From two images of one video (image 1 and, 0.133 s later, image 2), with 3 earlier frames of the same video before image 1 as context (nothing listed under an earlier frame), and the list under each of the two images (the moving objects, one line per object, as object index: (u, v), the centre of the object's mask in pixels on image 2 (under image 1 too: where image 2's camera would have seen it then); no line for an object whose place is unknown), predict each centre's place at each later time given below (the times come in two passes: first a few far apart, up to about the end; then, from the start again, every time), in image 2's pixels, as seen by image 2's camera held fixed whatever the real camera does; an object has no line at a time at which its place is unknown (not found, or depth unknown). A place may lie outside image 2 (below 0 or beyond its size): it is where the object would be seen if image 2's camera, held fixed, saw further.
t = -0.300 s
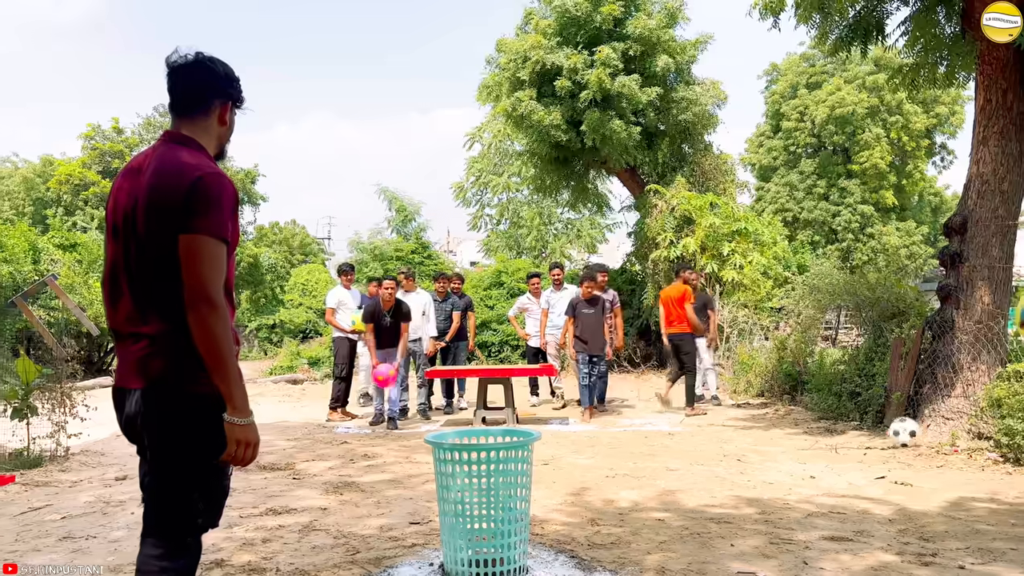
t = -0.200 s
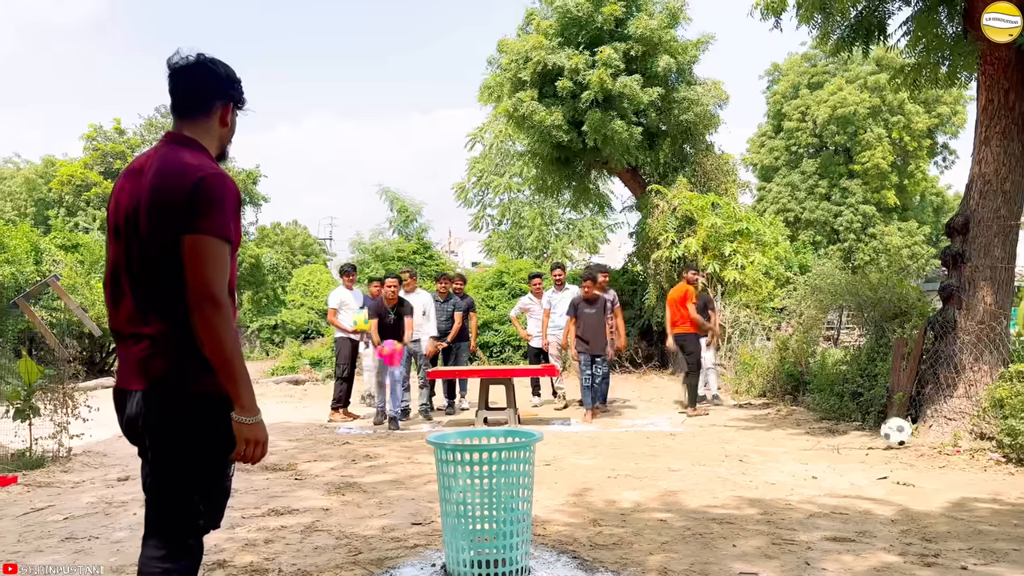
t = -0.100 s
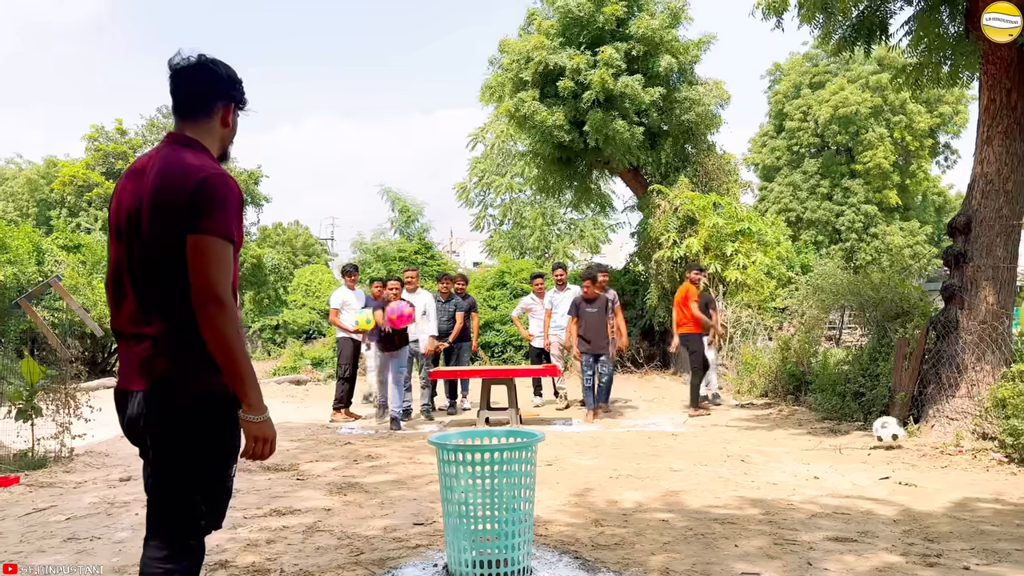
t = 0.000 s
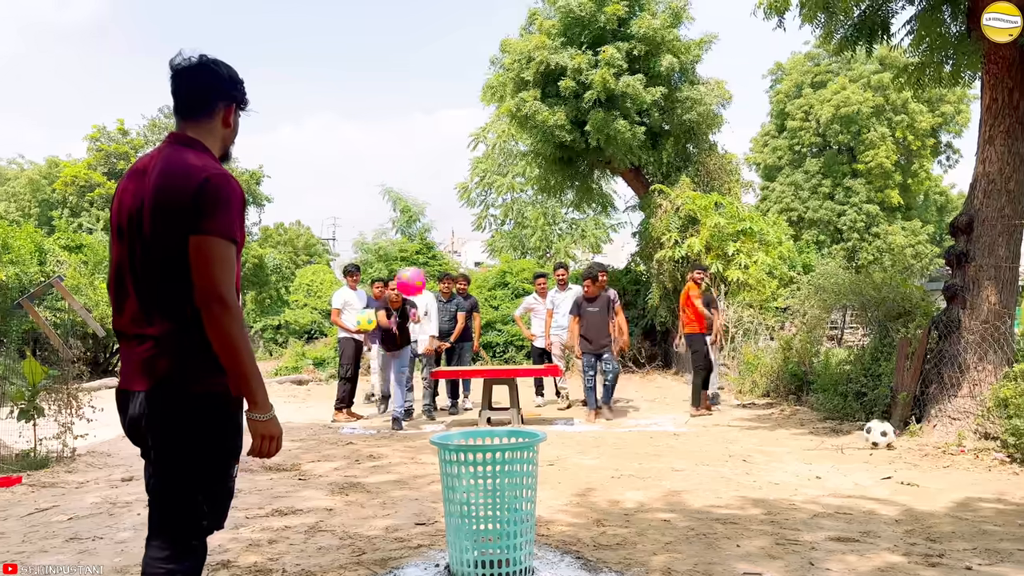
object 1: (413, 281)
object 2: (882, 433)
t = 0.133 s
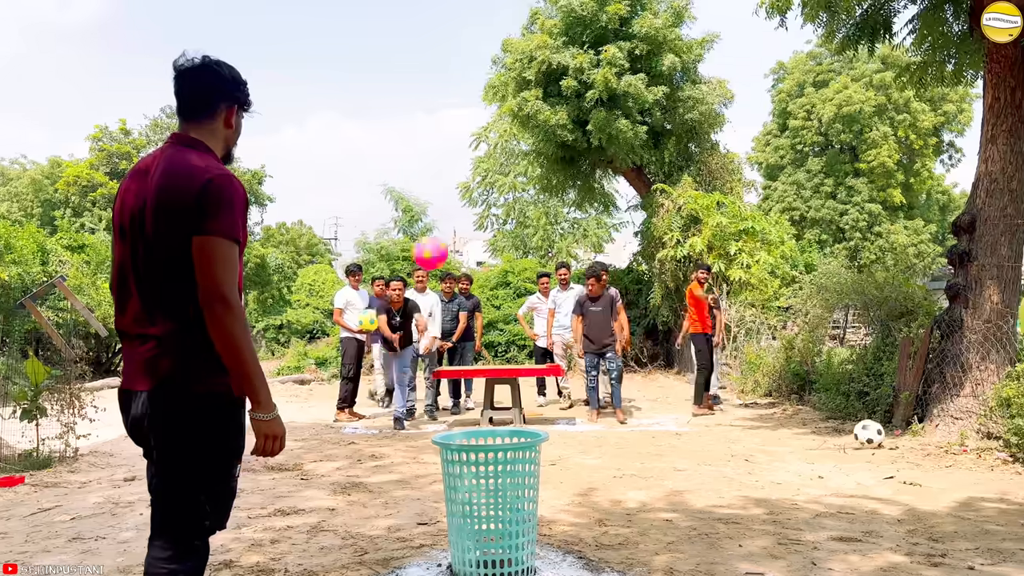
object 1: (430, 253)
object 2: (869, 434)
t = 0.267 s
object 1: (452, 249)
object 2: (858, 434)
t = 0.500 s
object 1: (501, 335)
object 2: (839, 433)
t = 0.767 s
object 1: (448, 361)
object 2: (816, 431)
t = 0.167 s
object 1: (435, 250)
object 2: (866, 433)
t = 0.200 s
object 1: (440, 247)
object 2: (863, 432)
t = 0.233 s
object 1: (446, 248)
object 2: (860, 432)
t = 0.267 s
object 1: (452, 249)
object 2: (858, 434)
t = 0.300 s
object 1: (459, 253)
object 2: (855, 435)
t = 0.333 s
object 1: (464, 259)
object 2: (853, 433)
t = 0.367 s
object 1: (471, 269)
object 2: (850, 433)
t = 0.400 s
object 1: (478, 279)
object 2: (847, 432)
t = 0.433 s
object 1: (485, 295)
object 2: (844, 433)
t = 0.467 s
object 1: (493, 313)
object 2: (841, 432)
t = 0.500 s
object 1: (501, 335)
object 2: (839, 433)
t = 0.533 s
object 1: (510, 361)
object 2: (837, 432)
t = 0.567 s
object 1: (521, 392)
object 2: (834, 432)
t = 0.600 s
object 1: (527, 416)
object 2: (831, 432)
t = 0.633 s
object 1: (513, 400)
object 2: (828, 432)
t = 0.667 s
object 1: (497, 386)
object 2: (825, 432)
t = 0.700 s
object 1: (481, 374)
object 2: (822, 432)
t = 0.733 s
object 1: (465, 366)
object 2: (819, 432)
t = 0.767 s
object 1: (448, 361)
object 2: (816, 431)
